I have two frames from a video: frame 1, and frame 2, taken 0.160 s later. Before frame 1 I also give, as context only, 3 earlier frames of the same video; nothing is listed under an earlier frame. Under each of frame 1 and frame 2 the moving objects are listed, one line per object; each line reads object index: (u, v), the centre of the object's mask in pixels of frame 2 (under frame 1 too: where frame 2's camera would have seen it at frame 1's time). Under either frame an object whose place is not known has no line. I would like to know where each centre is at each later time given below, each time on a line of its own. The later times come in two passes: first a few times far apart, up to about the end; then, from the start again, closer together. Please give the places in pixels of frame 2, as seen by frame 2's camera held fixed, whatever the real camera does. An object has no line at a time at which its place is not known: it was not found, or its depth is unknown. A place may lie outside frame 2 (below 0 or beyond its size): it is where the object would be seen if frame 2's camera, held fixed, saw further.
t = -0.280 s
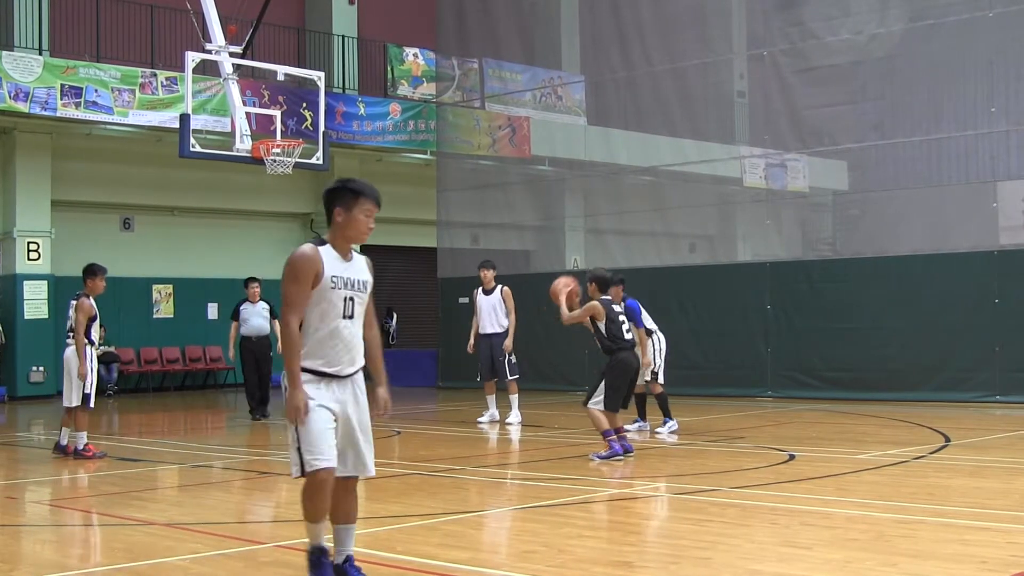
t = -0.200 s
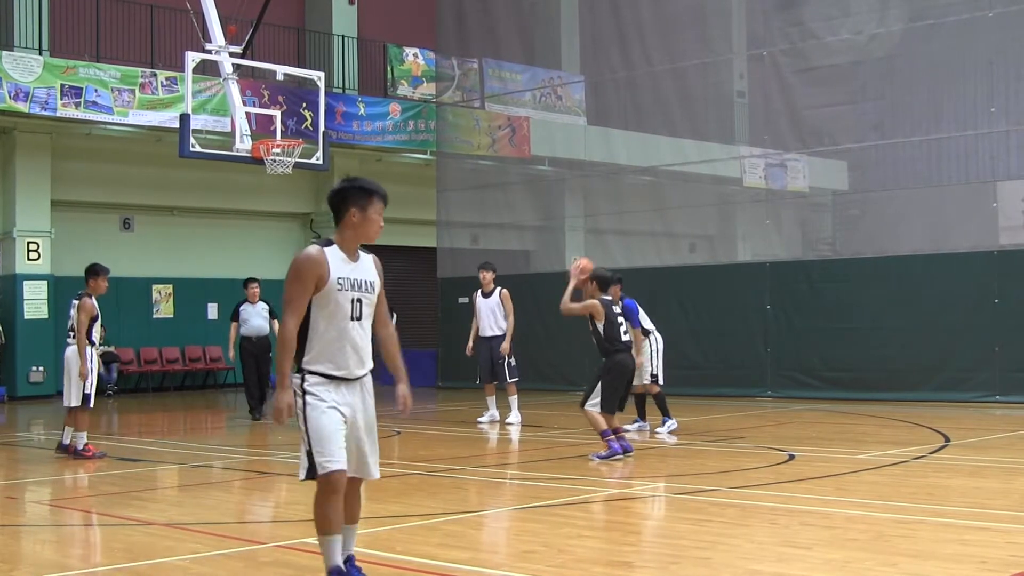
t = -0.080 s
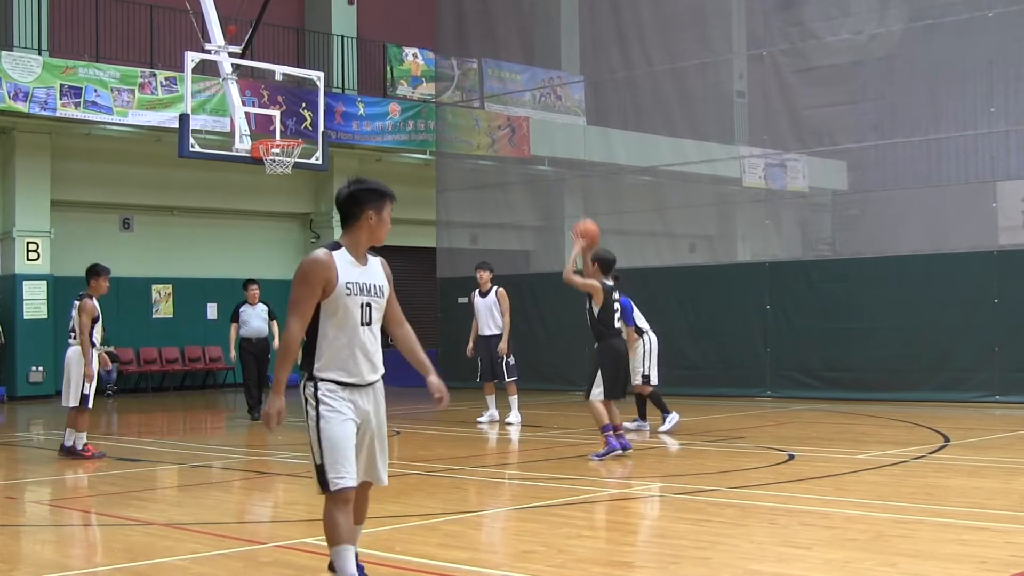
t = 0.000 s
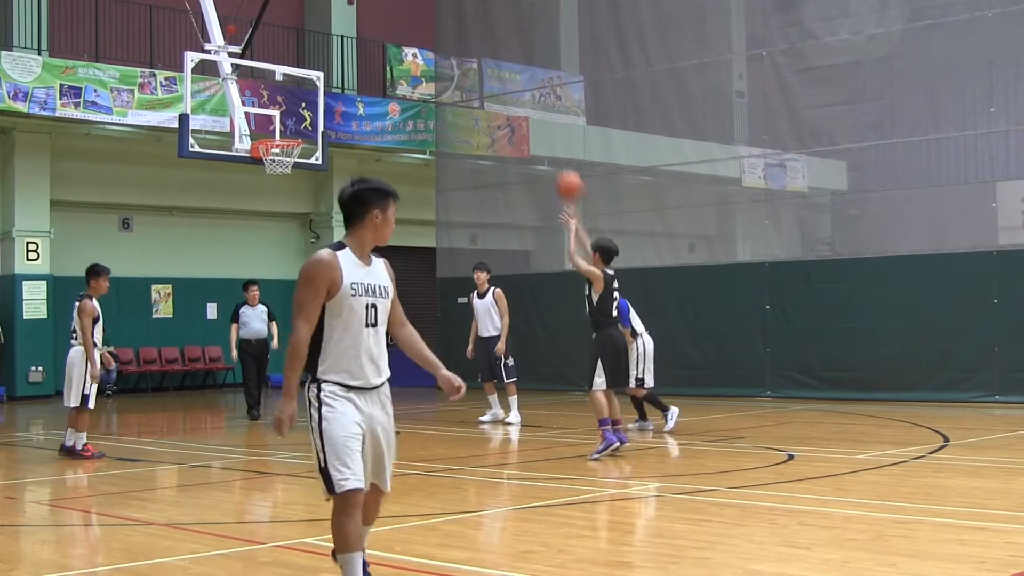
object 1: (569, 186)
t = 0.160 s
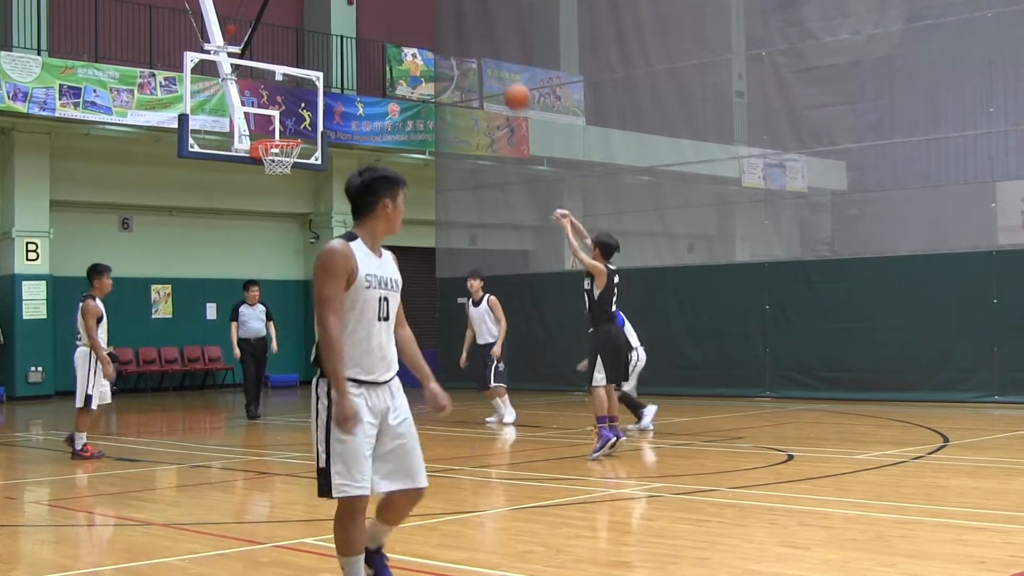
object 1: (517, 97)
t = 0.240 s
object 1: (493, 65)
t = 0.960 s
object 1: (321, 87)
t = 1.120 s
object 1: (290, 131)
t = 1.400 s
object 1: (262, 117)
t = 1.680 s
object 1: (246, 154)
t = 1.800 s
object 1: (240, 191)
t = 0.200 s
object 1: (506, 81)
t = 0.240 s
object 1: (493, 65)
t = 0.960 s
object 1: (321, 87)
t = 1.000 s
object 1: (312, 101)
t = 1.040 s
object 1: (305, 117)
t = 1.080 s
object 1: (298, 131)
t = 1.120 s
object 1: (290, 131)
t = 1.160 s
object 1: (280, 132)
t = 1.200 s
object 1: (274, 132)
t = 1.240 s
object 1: (272, 128)
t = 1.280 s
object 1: (269, 124)
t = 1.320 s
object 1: (267, 121)
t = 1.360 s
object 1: (264, 118)
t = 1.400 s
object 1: (262, 117)
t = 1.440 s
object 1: (260, 118)
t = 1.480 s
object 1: (258, 120)
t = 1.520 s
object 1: (255, 123)
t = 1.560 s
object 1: (253, 128)
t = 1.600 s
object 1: (250, 134)
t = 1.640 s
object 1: (248, 143)
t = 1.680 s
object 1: (246, 154)
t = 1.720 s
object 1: (244, 165)
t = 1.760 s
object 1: (242, 178)
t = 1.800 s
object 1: (240, 191)
